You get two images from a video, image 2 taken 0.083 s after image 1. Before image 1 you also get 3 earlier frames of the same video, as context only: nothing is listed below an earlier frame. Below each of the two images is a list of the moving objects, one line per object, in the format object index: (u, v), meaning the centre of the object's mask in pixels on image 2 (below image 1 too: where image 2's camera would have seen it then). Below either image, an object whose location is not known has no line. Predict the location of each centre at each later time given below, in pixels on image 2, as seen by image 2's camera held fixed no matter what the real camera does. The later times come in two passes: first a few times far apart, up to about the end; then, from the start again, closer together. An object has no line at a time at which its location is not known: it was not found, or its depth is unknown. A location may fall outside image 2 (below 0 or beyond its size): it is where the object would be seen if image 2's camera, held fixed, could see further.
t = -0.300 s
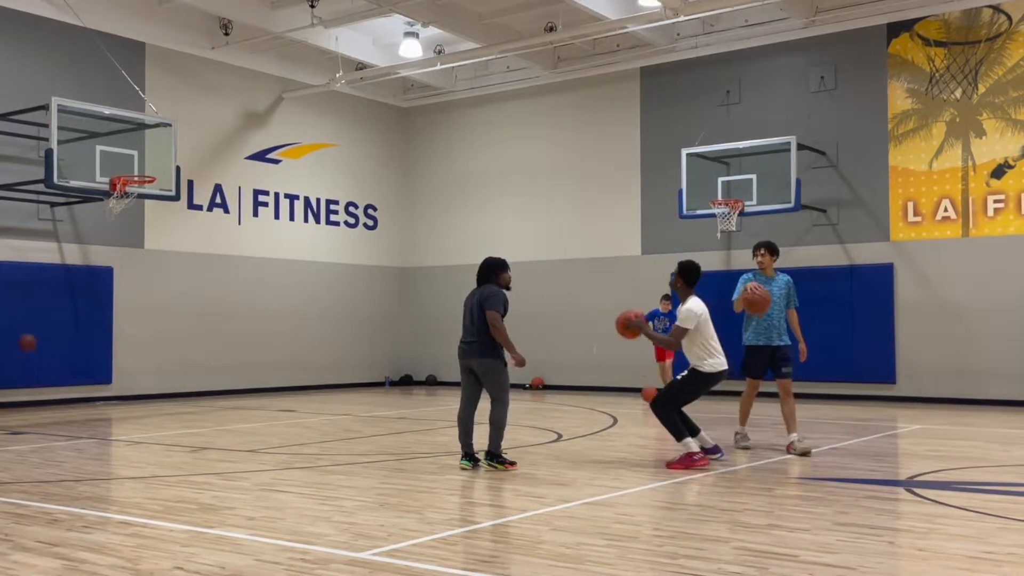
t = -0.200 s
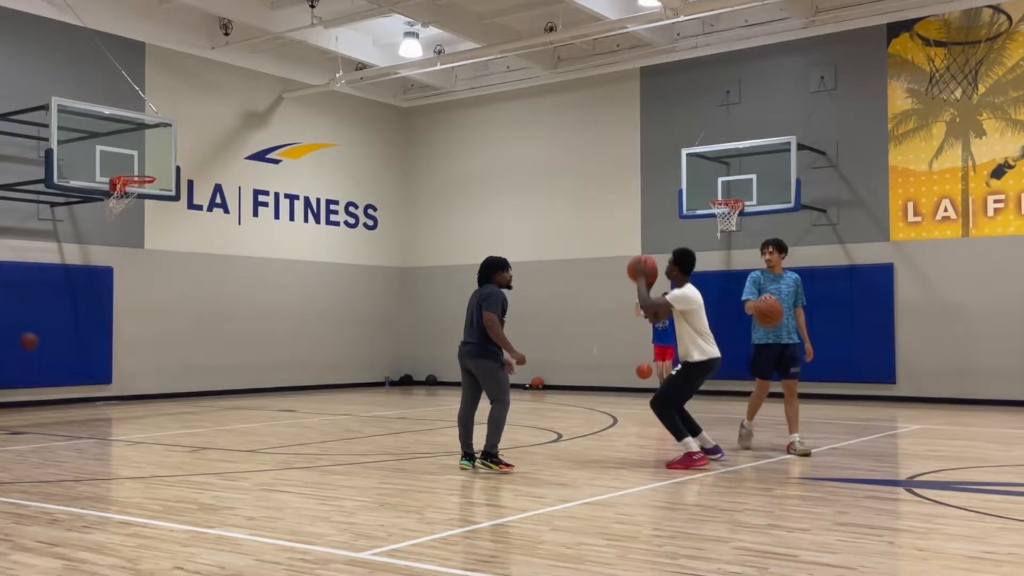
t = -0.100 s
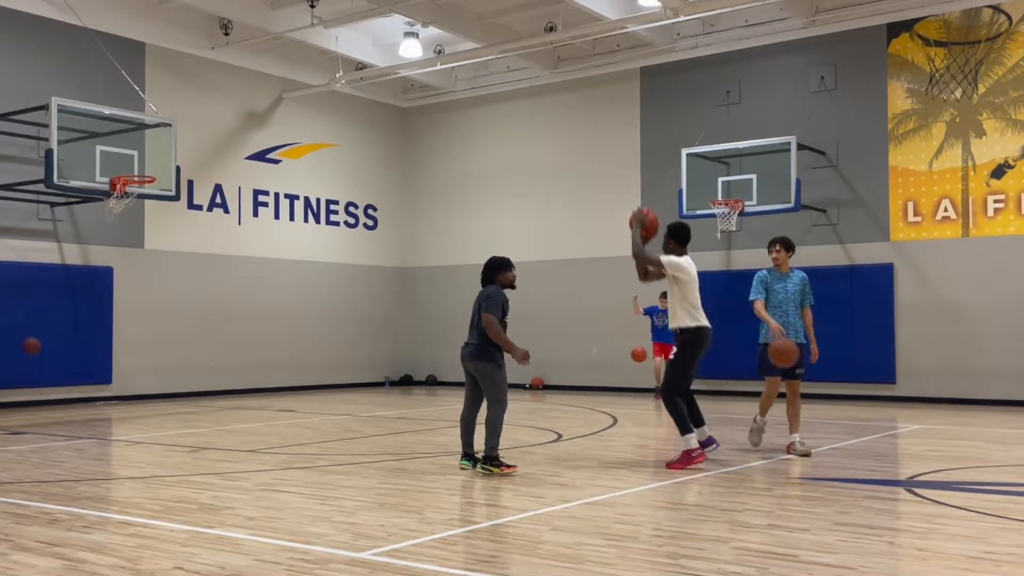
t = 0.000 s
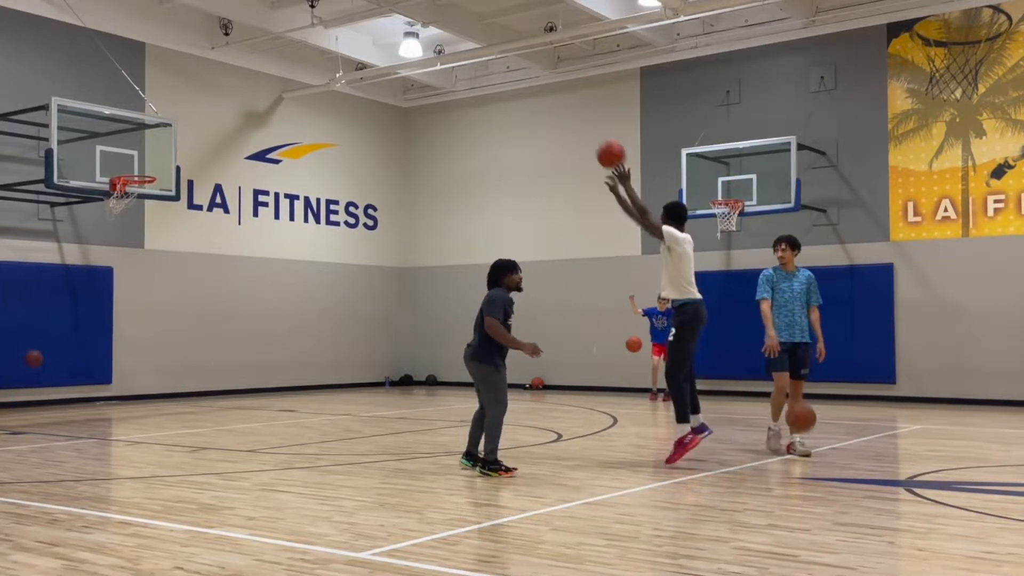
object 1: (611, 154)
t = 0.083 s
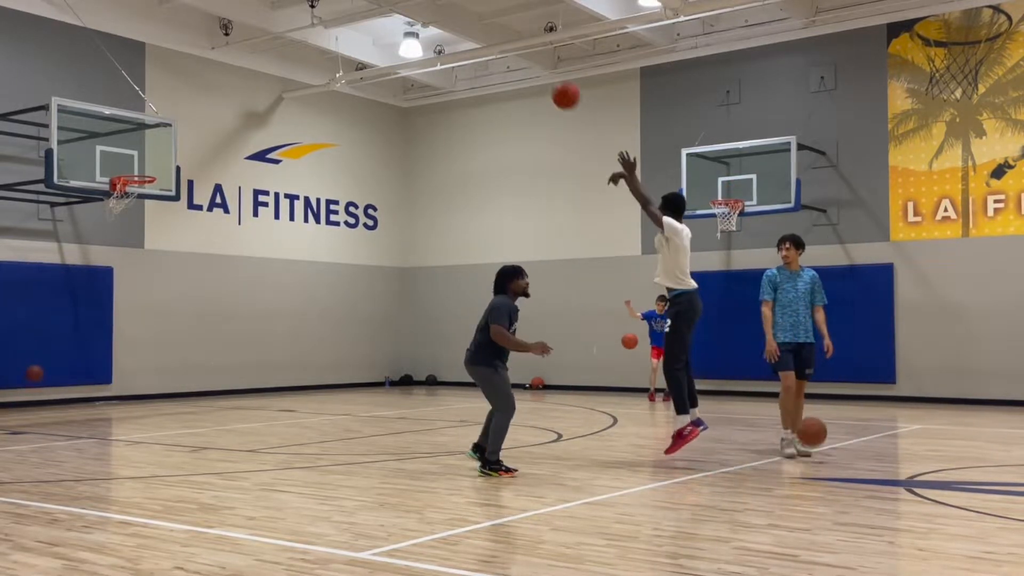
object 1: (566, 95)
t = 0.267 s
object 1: (478, 7)
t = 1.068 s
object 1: (210, 24)
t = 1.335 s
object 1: (147, 136)
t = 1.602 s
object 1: (162, 223)
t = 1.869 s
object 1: (202, 348)
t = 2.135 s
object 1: (234, 347)
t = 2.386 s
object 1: (258, 275)
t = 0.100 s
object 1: (558, 84)
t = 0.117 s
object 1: (549, 74)
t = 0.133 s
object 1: (541, 65)
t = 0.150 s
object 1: (533, 55)
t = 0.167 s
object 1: (525, 47)
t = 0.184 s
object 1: (517, 38)
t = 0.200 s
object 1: (509, 30)
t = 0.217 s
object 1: (501, 23)
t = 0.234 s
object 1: (493, 16)
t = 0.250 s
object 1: (486, 10)
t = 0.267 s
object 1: (478, 7)
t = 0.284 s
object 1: (471, 4)
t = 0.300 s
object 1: (464, 1)
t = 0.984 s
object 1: (231, 4)
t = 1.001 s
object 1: (227, 6)
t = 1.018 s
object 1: (223, 8)
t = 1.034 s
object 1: (218, 12)
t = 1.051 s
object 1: (214, 18)
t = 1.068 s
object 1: (210, 24)
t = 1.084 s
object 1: (206, 30)
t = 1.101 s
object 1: (202, 35)
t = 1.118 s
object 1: (198, 42)
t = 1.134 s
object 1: (193, 48)
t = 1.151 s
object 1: (189, 55)
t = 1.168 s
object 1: (185, 62)
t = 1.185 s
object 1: (182, 68)
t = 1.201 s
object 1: (177, 75)
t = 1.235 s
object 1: (170, 89)
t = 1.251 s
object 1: (166, 97)
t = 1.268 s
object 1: (162, 105)
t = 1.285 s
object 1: (158, 112)
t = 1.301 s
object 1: (154, 120)
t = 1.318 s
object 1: (152, 128)
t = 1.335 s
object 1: (147, 136)
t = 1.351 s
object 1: (144, 144)
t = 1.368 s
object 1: (140, 153)
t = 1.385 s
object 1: (137, 161)
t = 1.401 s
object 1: (133, 169)
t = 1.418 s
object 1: (131, 175)
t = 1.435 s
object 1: (134, 179)
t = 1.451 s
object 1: (137, 182)
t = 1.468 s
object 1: (143, 186)
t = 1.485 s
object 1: (145, 189)
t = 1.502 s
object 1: (147, 194)
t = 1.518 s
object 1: (149, 198)
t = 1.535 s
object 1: (152, 203)
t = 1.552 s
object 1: (154, 207)
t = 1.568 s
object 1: (157, 213)
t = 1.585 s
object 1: (159, 218)
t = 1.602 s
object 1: (162, 223)
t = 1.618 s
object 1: (164, 229)
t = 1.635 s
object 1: (167, 235)
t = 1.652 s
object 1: (169, 242)
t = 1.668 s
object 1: (172, 248)
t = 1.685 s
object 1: (174, 255)
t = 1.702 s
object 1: (177, 263)
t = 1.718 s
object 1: (179, 270)
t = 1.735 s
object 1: (182, 277)
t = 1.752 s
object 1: (185, 285)
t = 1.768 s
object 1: (187, 293)
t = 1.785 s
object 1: (189, 302)
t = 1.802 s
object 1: (192, 311)
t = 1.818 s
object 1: (195, 319)
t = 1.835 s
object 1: (197, 329)
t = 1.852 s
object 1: (200, 338)
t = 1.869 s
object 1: (202, 348)
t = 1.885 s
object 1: (205, 358)
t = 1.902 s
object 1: (208, 369)
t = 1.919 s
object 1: (210, 379)
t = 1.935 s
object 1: (213, 390)
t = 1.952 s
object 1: (215, 401)
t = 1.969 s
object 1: (218, 413)
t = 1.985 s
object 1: (220, 414)
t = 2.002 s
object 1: (221, 406)
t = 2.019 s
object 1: (223, 398)
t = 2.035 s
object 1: (225, 389)
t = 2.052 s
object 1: (226, 382)
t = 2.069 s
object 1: (227, 374)
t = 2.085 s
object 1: (229, 367)
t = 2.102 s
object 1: (231, 360)
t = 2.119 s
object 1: (232, 353)
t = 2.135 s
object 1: (234, 347)
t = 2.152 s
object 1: (235, 340)
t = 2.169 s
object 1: (237, 334)
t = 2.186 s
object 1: (239, 328)
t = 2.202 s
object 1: (240, 322)
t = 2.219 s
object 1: (242, 317)
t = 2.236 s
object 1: (243, 312)
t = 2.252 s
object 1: (245, 307)
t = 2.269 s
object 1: (247, 302)
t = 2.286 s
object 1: (248, 297)
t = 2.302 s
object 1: (250, 293)
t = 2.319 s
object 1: (251, 289)
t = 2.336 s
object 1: (253, 285)
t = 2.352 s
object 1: (254, 282)
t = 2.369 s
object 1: (256, 278)
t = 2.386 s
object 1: (258, 275)
